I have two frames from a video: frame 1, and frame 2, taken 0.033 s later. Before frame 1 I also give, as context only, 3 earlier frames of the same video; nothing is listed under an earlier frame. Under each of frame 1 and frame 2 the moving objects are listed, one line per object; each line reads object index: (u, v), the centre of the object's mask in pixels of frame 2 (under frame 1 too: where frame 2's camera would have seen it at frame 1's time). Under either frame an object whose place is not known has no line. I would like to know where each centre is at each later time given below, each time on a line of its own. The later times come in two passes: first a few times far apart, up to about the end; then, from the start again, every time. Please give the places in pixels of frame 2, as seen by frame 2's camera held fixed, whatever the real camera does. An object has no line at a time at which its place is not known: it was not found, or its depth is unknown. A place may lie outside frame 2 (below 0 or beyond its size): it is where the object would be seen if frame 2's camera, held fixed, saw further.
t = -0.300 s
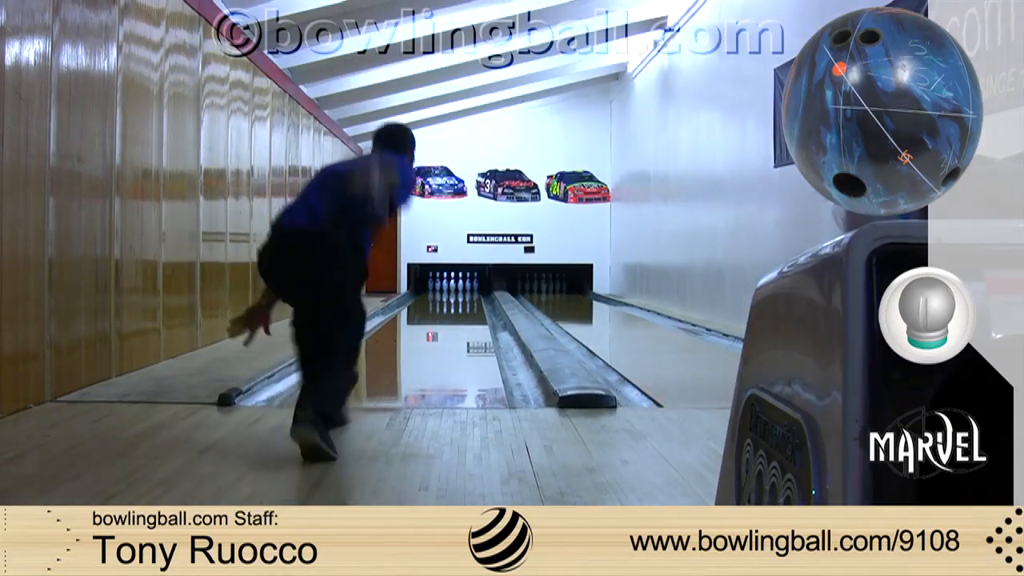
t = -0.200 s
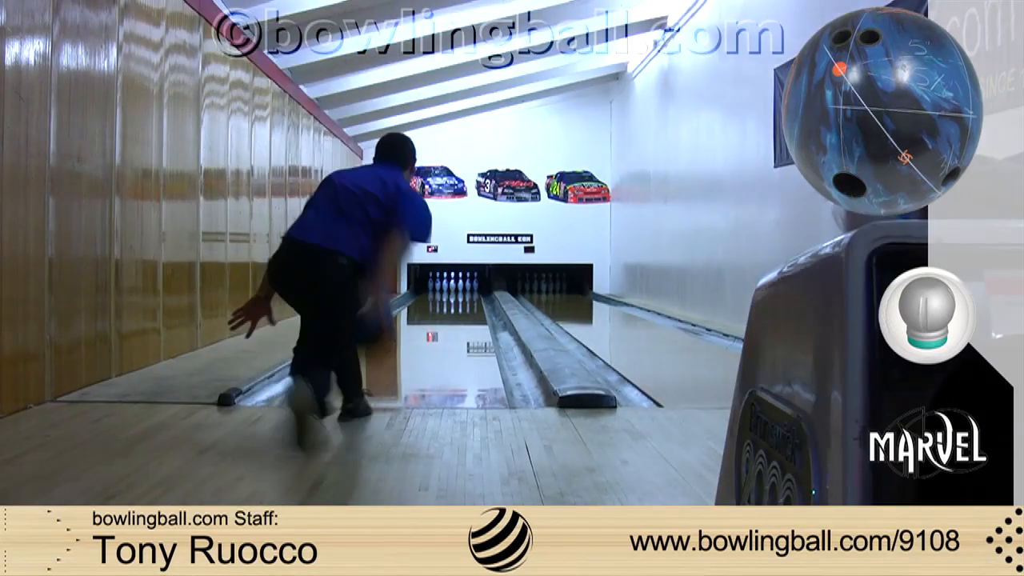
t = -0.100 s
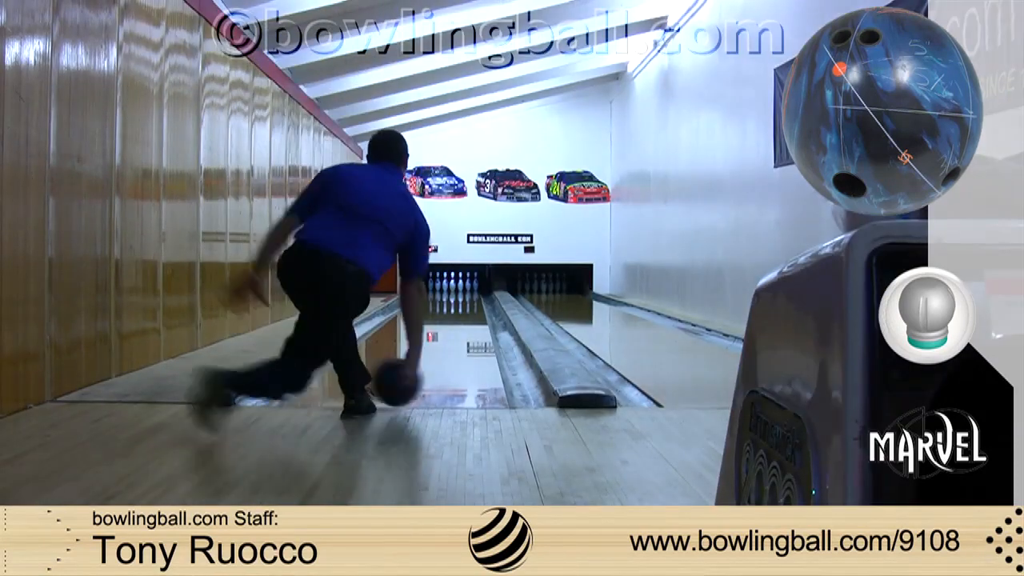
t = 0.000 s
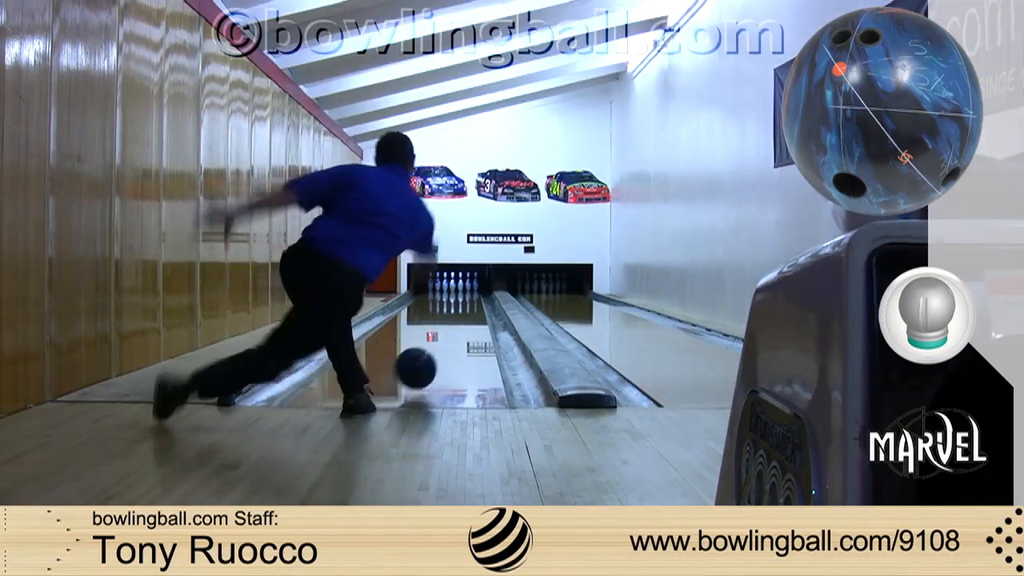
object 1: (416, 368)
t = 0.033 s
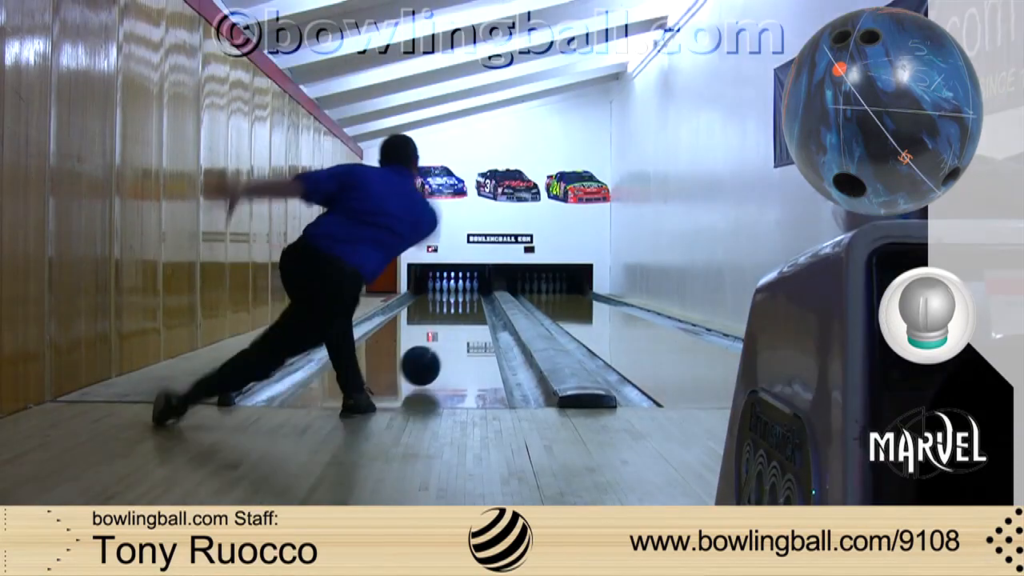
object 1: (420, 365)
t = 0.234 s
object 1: (441, 345)
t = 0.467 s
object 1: (457, 328)
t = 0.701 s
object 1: (465, 316)
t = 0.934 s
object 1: (471, 307)
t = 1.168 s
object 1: (473, 302)
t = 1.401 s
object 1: (474, 297)
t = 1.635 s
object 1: (474, 293)
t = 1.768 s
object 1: (471, 290)
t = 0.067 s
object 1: (425, 363)
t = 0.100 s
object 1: (428, 360)
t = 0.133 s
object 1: (432, 356)
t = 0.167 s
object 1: (436, 352)
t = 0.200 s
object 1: (438, 348)
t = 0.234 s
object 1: (441, 345)
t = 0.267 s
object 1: (444, 342)
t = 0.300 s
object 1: (447, 339)
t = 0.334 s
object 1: (449, 337)
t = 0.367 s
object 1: (451, 334)
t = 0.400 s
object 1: (453, 332)
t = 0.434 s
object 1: (455, 330)
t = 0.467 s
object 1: (457, 328)
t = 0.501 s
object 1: (458, 327)
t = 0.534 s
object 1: (459, 325)
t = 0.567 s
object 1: (461, 323)
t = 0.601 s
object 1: (462, 321)
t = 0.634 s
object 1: (463, 319)
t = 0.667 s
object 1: (464, 317)
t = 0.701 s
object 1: (465, 316)
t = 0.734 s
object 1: (466, 315)
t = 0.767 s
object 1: (467, 313)
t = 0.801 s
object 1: (468, 312)
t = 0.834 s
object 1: (469, 311)
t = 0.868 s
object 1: (469, 310)
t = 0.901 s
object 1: (470, 309)
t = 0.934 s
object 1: (471, 307)
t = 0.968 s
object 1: (471, 307)
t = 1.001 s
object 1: (471, 306)
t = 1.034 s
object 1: (472, 305)
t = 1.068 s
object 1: (472, 304)
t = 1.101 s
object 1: (472, 303)
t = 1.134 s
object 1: (473, 302)
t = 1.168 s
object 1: (473, 302)
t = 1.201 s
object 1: (473, 301)
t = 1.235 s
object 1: (474, 300)
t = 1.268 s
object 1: (474, 299)
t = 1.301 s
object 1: (474, 299)
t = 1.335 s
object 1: (474, 298)
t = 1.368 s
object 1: (474, 298)
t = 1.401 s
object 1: (474, 297)
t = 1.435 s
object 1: (474, 296)
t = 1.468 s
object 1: (474, 296)
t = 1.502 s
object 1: (474, 296)
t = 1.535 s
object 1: (474, 295)
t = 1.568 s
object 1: (474, 295)
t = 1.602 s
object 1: (474, 294)
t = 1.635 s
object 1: (474, 293)
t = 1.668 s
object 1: (473, 294)
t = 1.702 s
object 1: (473, 292)
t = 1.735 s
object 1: (473, 291)
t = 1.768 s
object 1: (471, 290)
